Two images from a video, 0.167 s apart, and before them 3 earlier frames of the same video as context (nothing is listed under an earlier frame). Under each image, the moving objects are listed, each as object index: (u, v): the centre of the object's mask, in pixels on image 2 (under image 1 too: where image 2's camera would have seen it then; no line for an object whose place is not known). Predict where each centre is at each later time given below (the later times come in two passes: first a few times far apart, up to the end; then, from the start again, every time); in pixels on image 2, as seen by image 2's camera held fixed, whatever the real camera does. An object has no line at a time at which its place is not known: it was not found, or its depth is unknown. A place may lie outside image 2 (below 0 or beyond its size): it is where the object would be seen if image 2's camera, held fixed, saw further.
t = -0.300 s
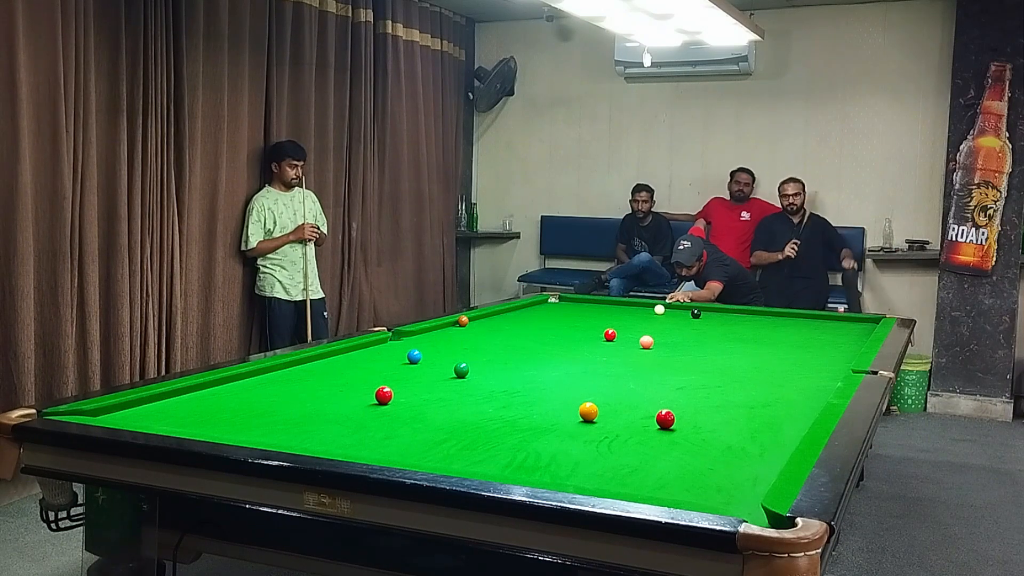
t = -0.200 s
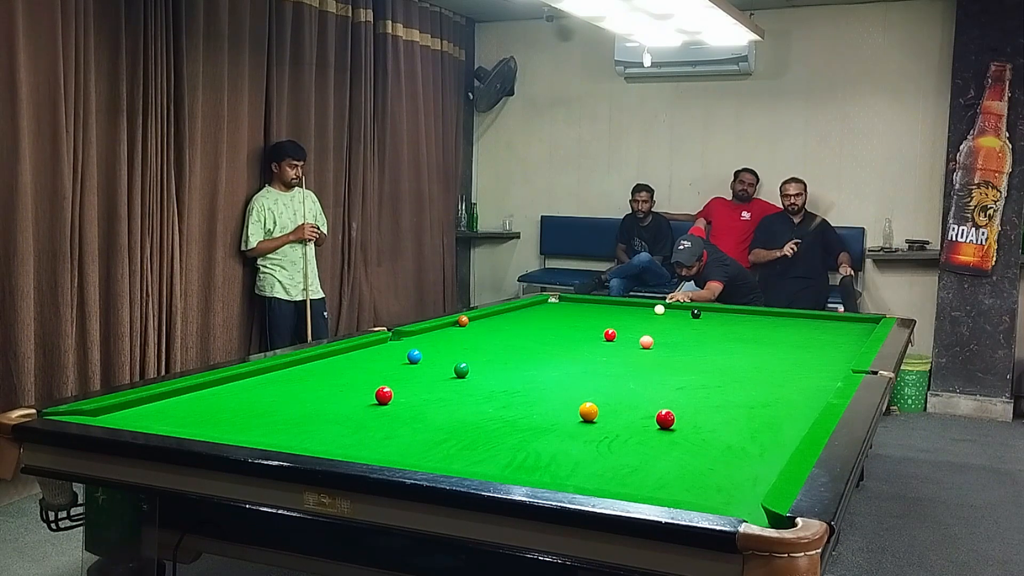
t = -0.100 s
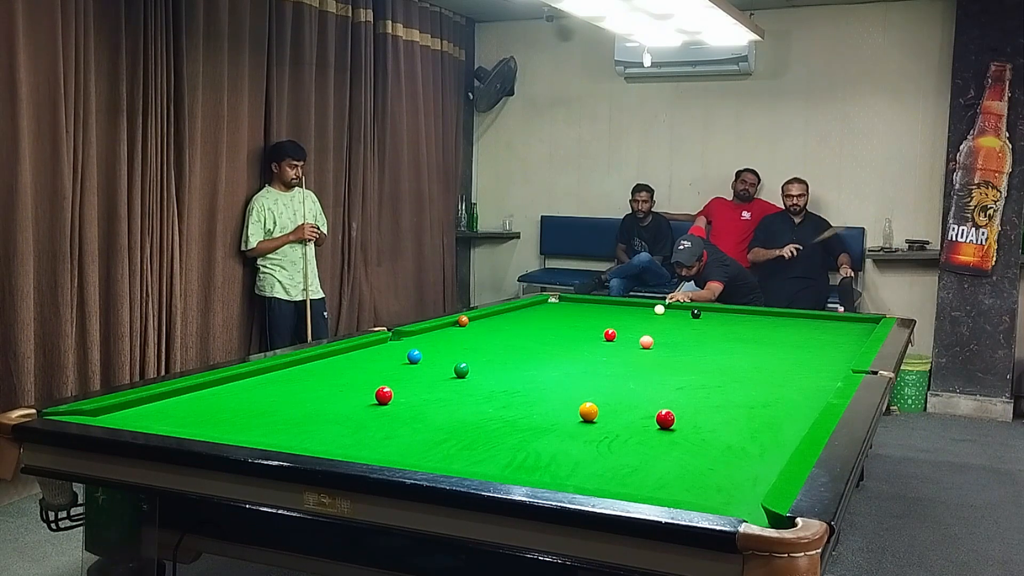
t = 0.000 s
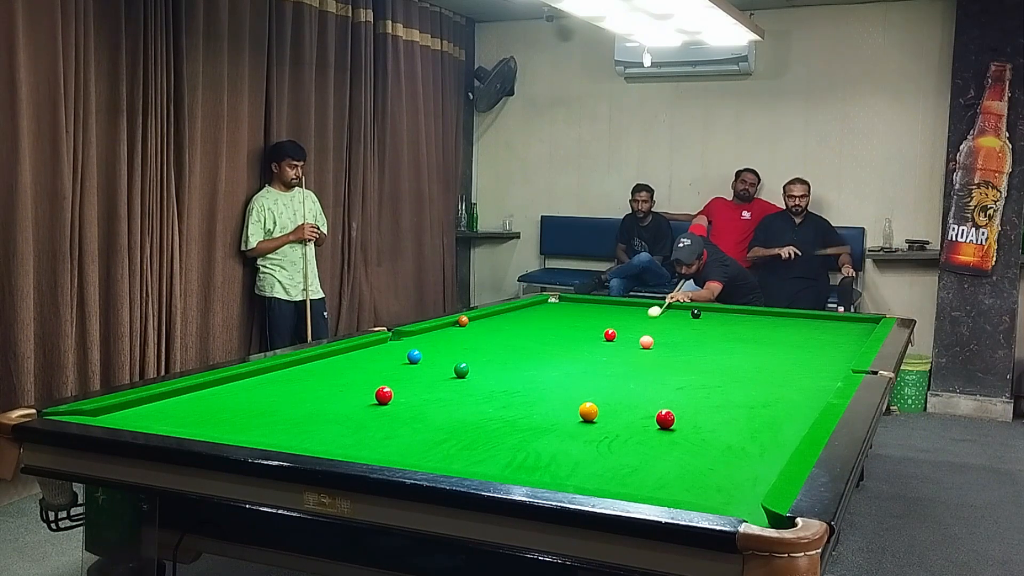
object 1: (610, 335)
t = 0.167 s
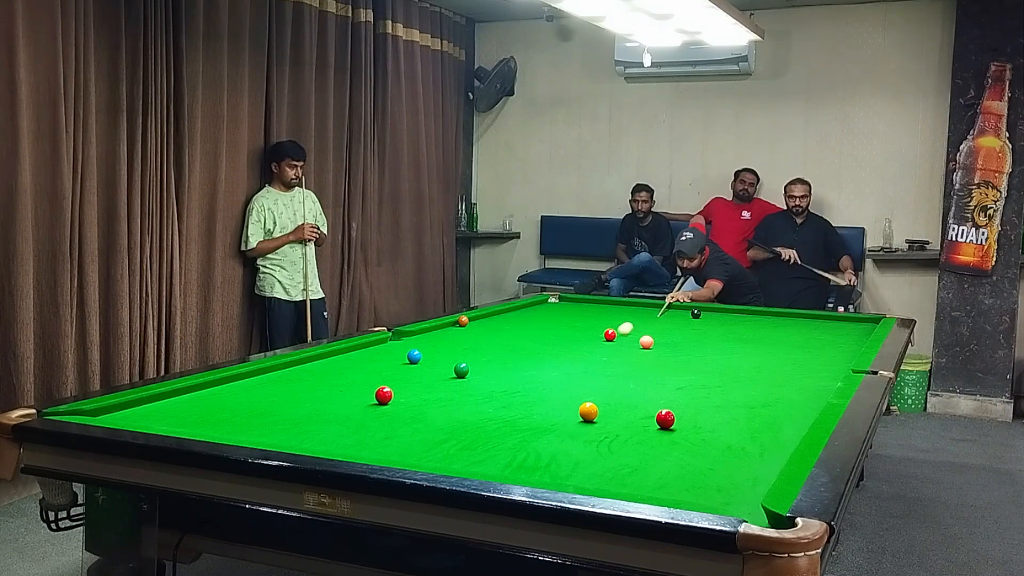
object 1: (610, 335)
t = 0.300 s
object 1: (565, 340)
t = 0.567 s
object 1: (430, 361)
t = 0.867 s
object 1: (248, 389)
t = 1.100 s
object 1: (57, 413)
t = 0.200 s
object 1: (609, 335)
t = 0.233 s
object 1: (598, 336)
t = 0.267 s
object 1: (581, 338)
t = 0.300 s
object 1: (565, 340)
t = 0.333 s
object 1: (548, 343)
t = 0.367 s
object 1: (531, 346)
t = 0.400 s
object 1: (515, 348)
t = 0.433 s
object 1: (498, 351)
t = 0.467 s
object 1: (480, 353)
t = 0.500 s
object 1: (464, 355)
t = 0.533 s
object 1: (446, 359)
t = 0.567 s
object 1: (430, 361)
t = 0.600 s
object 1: (411, 364)
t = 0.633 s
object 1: (393, 366)
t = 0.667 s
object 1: (375, 369)
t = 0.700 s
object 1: (356, 372)
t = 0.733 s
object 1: (335, 375)
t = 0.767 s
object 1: (315, 378)
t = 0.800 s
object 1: (293, 382)
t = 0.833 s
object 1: (271, 385)
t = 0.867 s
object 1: (248, 389)
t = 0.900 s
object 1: (223, 392)
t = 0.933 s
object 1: (198, 396)
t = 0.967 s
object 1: (172, 400)
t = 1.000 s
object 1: (144, 404)
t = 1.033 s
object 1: (116, 407)
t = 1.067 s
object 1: (87, 411)
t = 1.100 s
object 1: (57, 413)
